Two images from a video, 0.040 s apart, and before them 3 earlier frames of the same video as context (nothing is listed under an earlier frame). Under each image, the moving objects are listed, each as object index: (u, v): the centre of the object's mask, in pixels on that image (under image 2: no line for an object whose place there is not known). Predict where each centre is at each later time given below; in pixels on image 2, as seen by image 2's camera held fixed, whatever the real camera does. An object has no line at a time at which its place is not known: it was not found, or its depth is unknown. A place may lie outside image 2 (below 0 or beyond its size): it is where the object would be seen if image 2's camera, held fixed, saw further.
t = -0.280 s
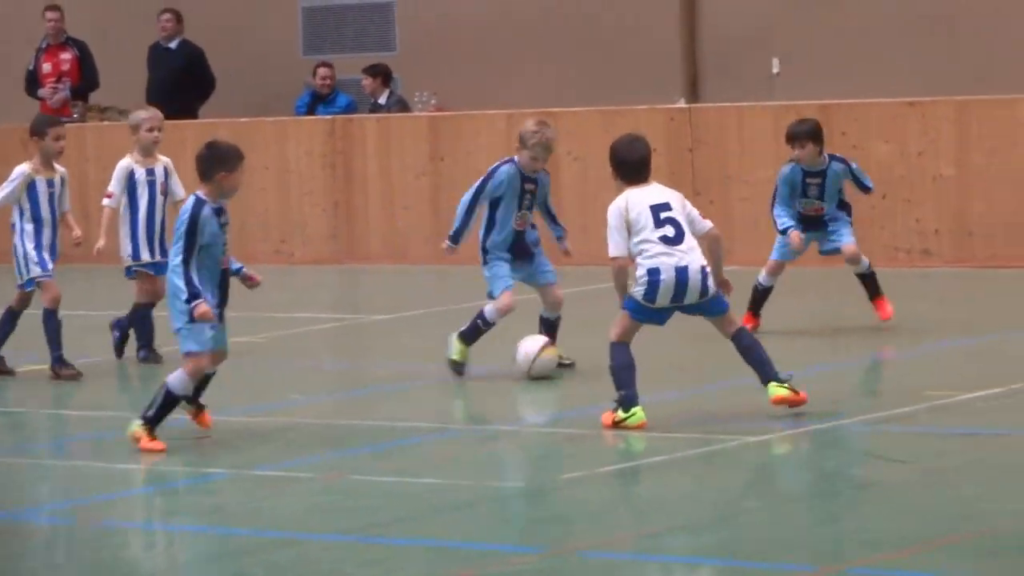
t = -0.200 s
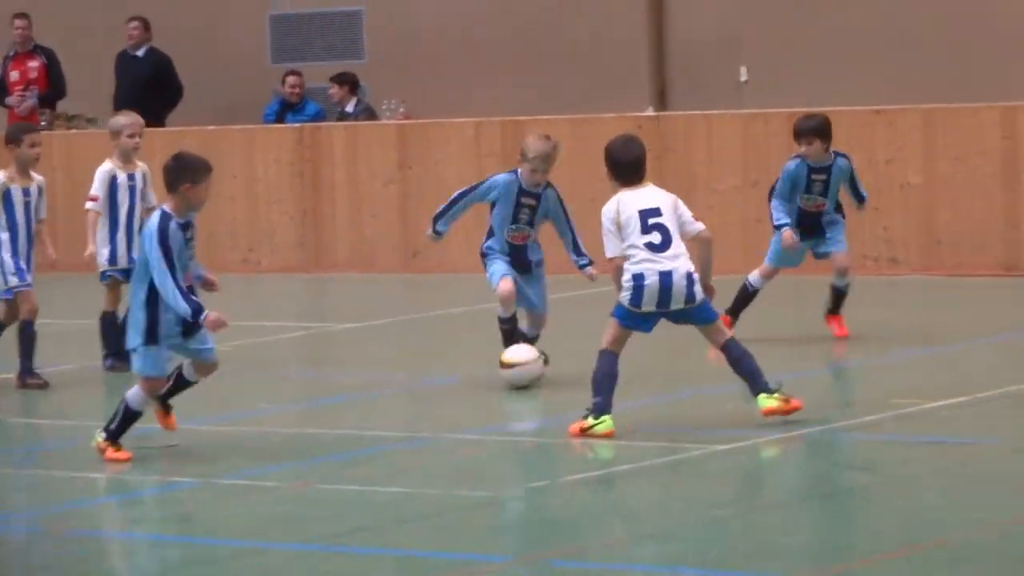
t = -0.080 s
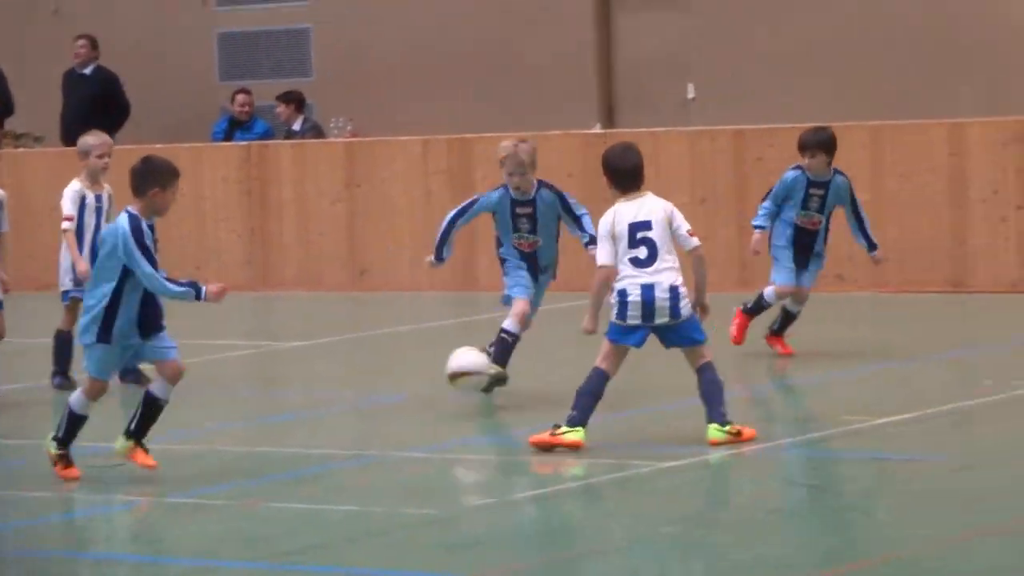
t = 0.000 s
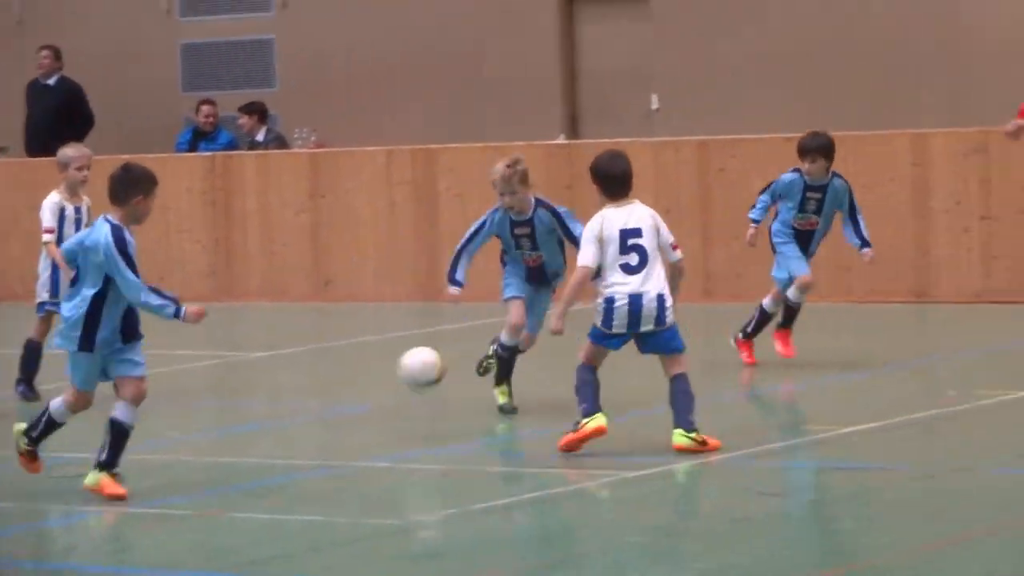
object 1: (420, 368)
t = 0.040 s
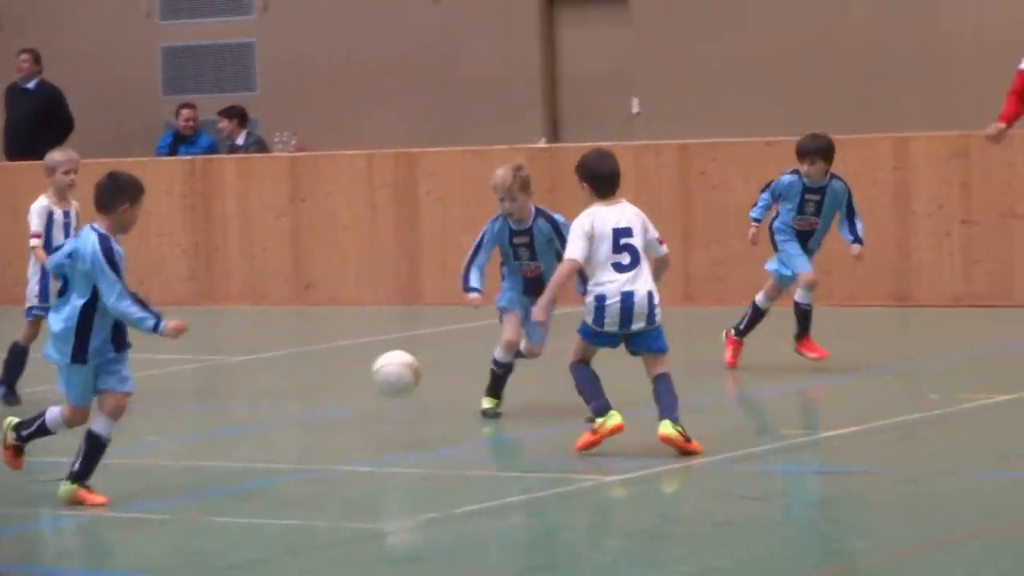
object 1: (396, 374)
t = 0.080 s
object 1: (390, 378)
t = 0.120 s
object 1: (385, 387)
